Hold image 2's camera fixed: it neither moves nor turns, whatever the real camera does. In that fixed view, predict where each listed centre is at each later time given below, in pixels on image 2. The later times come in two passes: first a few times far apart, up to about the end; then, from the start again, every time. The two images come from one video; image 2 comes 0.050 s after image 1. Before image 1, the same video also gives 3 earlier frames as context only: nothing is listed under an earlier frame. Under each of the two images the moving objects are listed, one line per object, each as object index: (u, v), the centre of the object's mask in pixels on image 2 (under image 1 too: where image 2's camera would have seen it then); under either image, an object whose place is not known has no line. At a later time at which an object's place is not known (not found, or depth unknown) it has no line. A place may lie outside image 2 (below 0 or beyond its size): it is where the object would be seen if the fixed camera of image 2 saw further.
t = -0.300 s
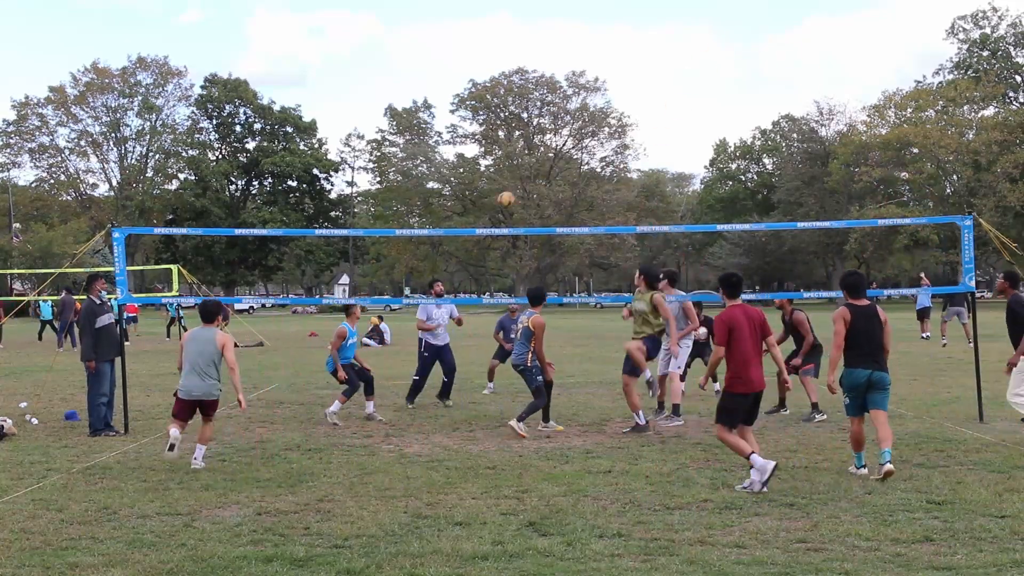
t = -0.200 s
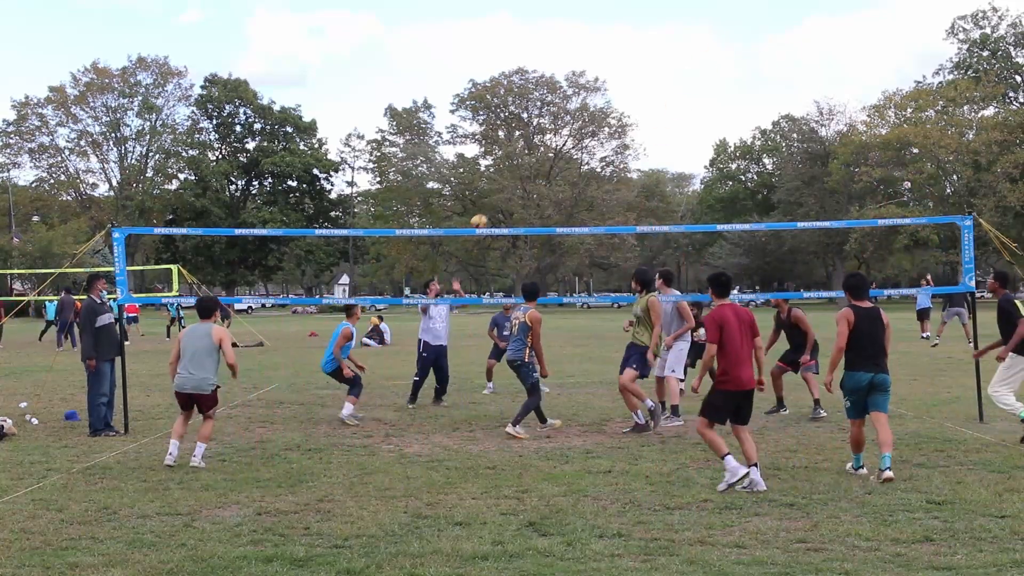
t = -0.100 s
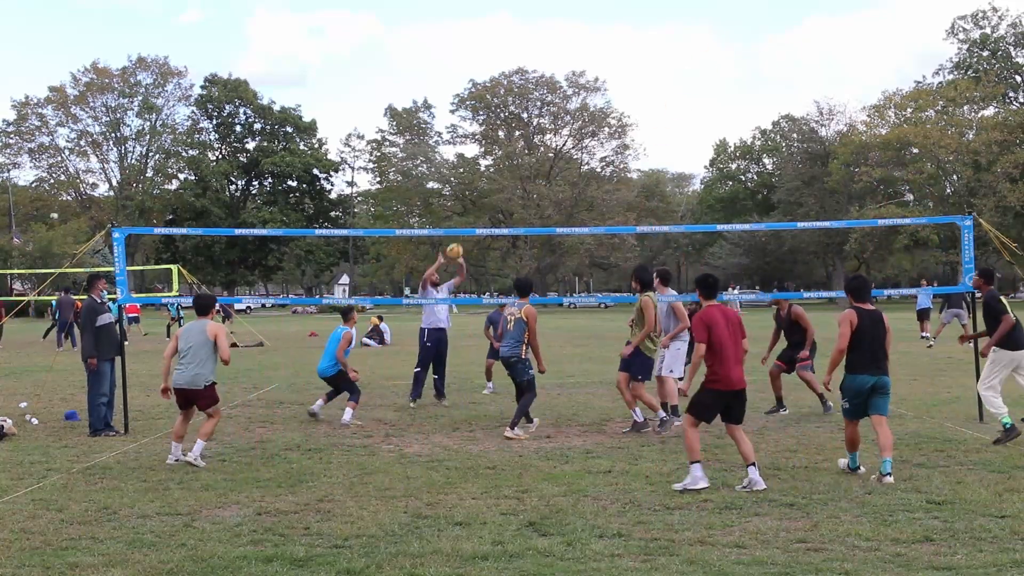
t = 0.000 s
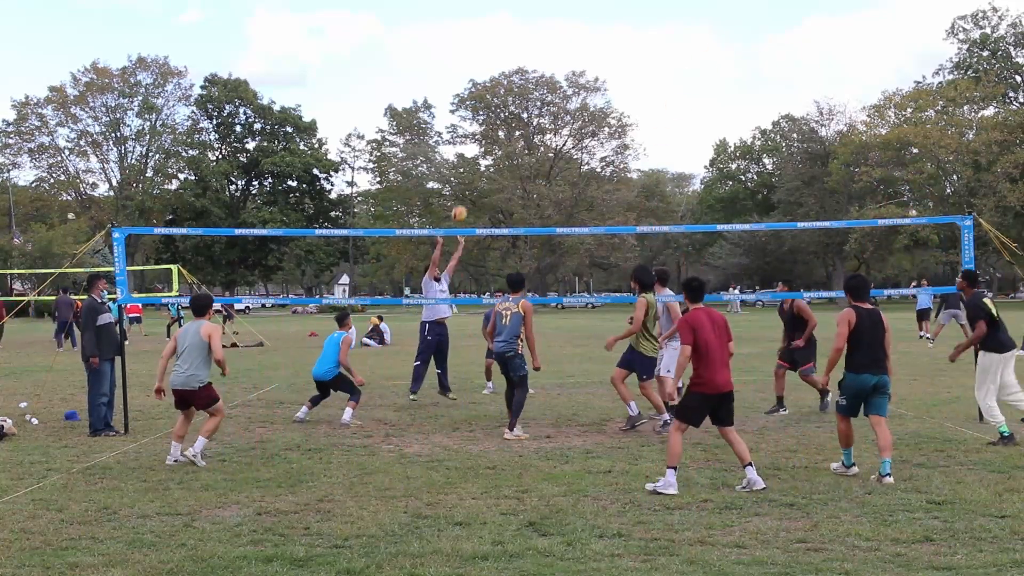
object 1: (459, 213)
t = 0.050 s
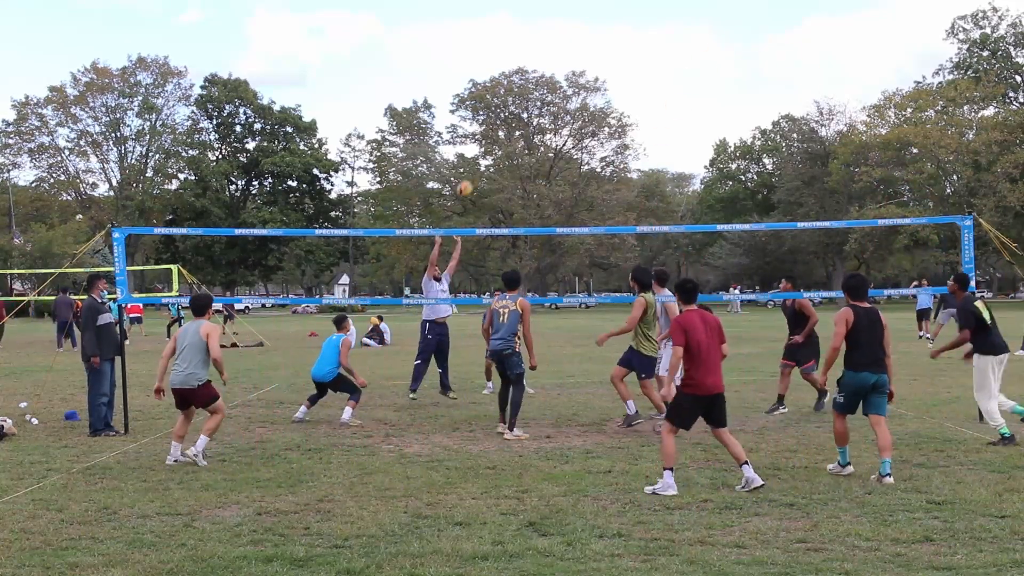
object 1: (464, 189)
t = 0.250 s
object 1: (489, 107)
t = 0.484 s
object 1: (517, 50)
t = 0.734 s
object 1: (549, 32)
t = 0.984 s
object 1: (582, 59)
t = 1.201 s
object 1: (611, 119)
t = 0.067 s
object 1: (467, 180)
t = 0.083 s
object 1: (468, 173)
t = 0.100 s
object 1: (470, 165)
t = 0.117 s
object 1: (472, 159)
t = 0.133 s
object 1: (474, 152)
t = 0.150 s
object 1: (476, 144)
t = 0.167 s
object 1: (478, 137)
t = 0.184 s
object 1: (480, 131)
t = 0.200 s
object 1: (482, 125)
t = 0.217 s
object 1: (485, 119)
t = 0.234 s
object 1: (486, 112)
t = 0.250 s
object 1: (489, 107)
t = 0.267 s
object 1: (490, 101)
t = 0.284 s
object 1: (493, 96)
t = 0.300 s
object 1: (494, 92)
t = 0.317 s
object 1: (497, 87)
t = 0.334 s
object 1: (498, 83)
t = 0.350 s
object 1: (501, 79)
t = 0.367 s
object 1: (503, 75)
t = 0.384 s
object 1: (505, 71)
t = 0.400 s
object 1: (506, 67)
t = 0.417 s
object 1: (509, 63)
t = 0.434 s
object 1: (511, 59)
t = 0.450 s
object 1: (513, 56)
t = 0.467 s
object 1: (515, 53)
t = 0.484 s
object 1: (517, 50)
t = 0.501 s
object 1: (519, 48)
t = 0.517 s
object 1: (521, 45)
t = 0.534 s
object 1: (523, 43)
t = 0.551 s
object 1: (525, 41)
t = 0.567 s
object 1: (527, 39)
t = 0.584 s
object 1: (529, 38)
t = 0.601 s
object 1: (532, 36)
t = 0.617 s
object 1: (534, 35)
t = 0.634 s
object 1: (536, 34)
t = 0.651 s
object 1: (538, 33)
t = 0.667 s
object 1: (540, 32)
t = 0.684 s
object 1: (542, 32)
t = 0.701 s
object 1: (544, 32)
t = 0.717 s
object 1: (546, 32)
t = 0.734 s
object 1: (549, 32)
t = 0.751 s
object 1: (551, 32)
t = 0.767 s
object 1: (553, 33)
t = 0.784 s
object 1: (555, 34)
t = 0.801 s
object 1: (557, 35)
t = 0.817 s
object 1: (560, 36)
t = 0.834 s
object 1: (562, 37)
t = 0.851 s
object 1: (564, 39)
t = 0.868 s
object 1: (566, 41)
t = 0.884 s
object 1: (568, 43)
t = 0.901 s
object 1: (570, 45)
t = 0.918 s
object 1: (573, 47)
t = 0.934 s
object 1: (575, 50)
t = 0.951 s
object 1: (577, 53)
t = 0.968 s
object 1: (579, 56)
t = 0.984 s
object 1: (582, 59)
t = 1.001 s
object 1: (584, 62)
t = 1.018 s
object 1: (586, 66)
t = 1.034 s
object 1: (588, 70)
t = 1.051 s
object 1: (591, 74)
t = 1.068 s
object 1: (592, 78)
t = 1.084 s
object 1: (595, 83)
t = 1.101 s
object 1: (597, 86)
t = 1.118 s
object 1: (600, 92)
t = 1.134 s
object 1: (602, 97)
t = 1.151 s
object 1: (604, 102)
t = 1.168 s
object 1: (606, 108)
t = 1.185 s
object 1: (609, 114)
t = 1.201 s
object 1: (611, 119)
